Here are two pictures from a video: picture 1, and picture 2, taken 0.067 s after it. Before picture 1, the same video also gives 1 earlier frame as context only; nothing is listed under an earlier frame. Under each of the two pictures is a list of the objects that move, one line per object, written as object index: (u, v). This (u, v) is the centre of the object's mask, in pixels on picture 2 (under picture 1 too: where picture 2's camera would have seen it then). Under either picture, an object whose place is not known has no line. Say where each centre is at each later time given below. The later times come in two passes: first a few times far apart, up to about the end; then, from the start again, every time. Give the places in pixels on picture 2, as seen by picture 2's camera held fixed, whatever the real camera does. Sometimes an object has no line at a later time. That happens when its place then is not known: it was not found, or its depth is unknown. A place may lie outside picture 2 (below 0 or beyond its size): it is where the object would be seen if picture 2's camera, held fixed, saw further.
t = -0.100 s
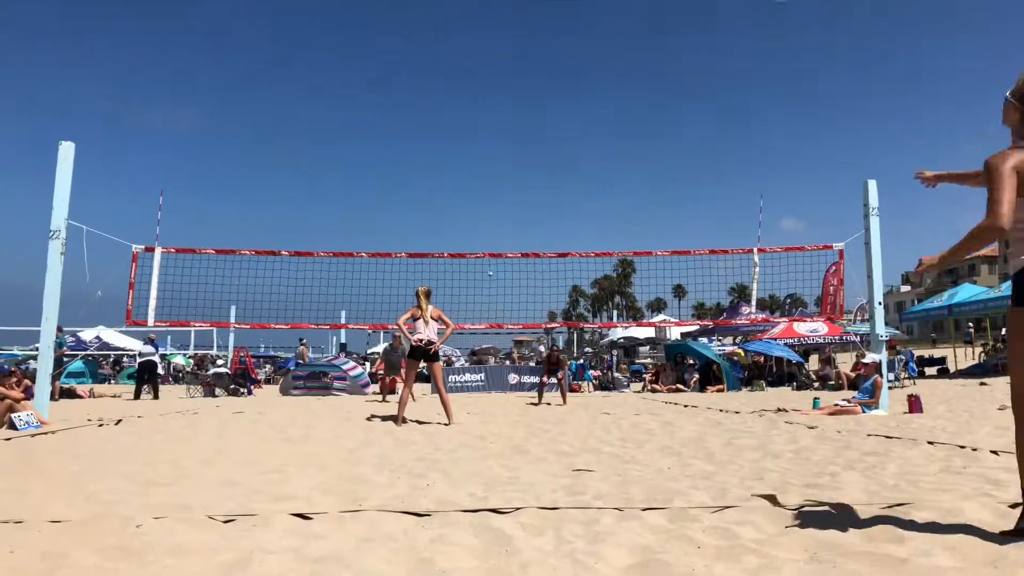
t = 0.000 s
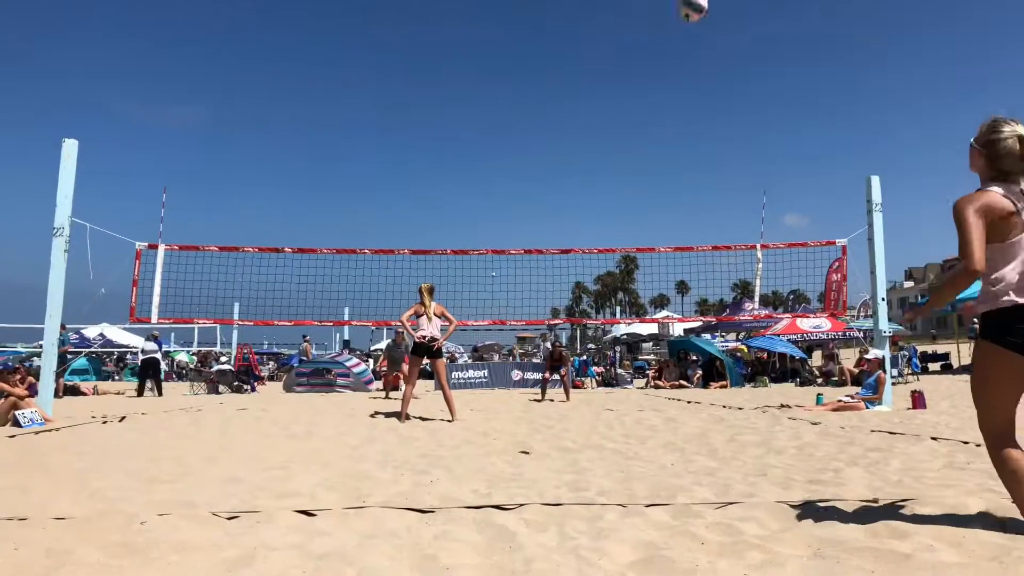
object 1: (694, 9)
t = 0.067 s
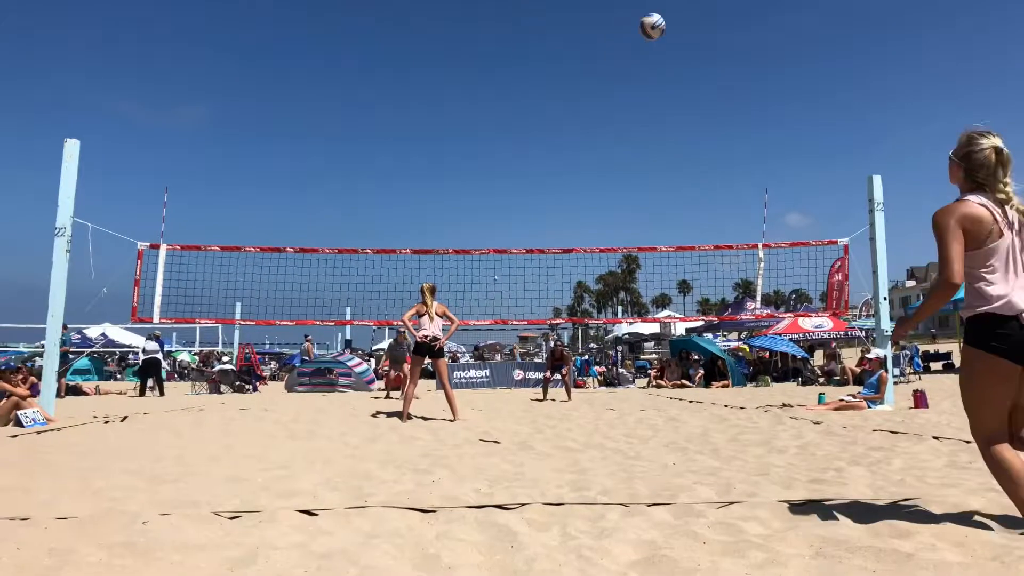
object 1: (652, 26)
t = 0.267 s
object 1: (573, 84)
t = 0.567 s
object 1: (516, 172)
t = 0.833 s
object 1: (489, 255)
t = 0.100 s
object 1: (635, 37)
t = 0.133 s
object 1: (618, 46)
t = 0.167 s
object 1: (605, 56)
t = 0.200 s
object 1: (594, 65)
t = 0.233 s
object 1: (583, 75)
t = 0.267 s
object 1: (573, 84)
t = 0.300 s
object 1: (564, 94)
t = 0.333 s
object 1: (555, 103)
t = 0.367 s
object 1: (549, 113)
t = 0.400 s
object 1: (542, 122)
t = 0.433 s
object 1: (536, 132)
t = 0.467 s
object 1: (530, 141)
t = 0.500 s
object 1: (525, 152)
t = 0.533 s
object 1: (520, 162)
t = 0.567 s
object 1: (516, 172)
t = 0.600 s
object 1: (512, 182)
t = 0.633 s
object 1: (509, 192)
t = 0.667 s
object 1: (506, 202)
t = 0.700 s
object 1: (501, 213)
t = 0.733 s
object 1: (497, 223)
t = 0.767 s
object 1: (495, 233)
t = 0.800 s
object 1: (492, 242)
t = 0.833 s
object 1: (489, 255)
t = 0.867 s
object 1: (486, 265)
